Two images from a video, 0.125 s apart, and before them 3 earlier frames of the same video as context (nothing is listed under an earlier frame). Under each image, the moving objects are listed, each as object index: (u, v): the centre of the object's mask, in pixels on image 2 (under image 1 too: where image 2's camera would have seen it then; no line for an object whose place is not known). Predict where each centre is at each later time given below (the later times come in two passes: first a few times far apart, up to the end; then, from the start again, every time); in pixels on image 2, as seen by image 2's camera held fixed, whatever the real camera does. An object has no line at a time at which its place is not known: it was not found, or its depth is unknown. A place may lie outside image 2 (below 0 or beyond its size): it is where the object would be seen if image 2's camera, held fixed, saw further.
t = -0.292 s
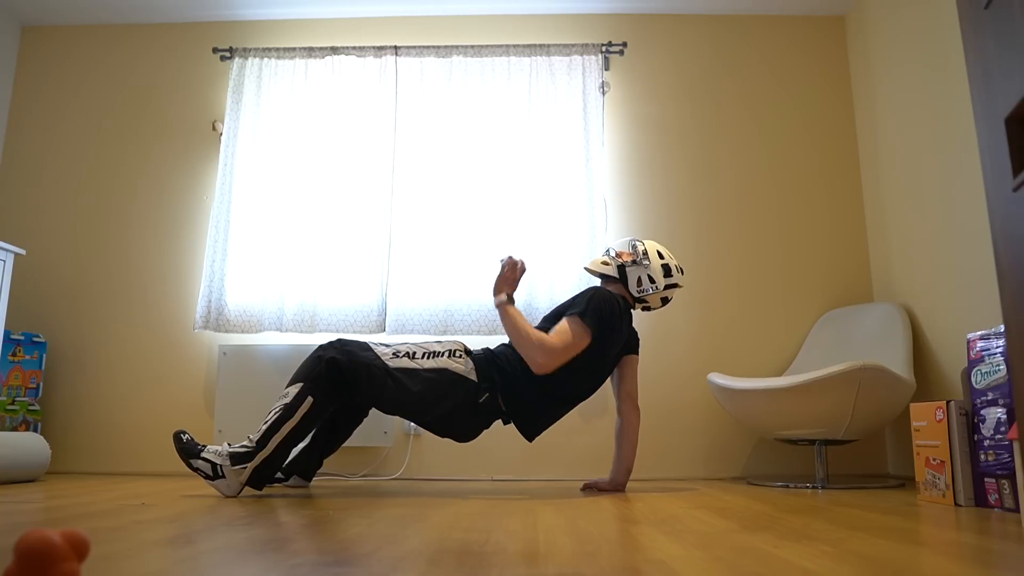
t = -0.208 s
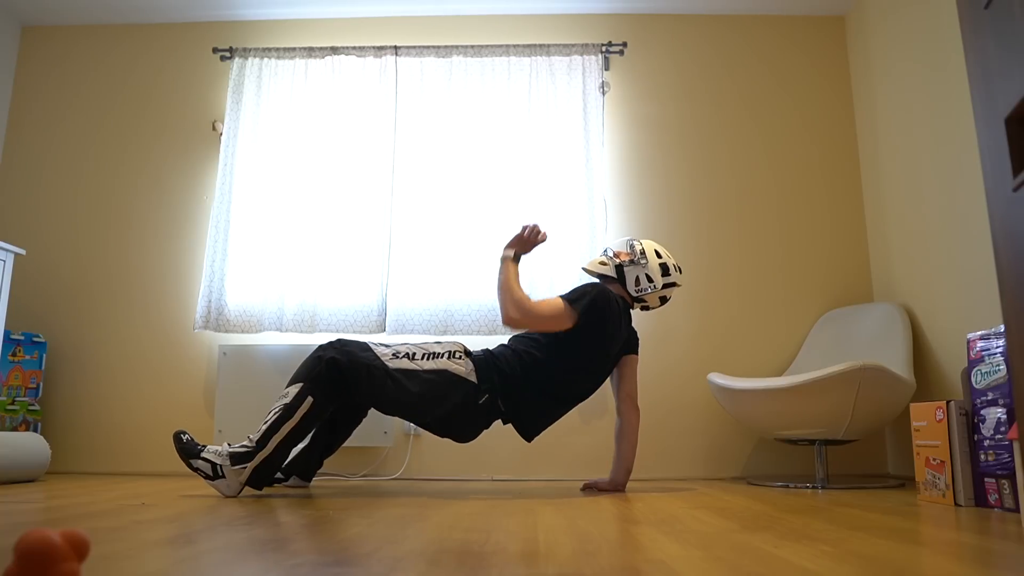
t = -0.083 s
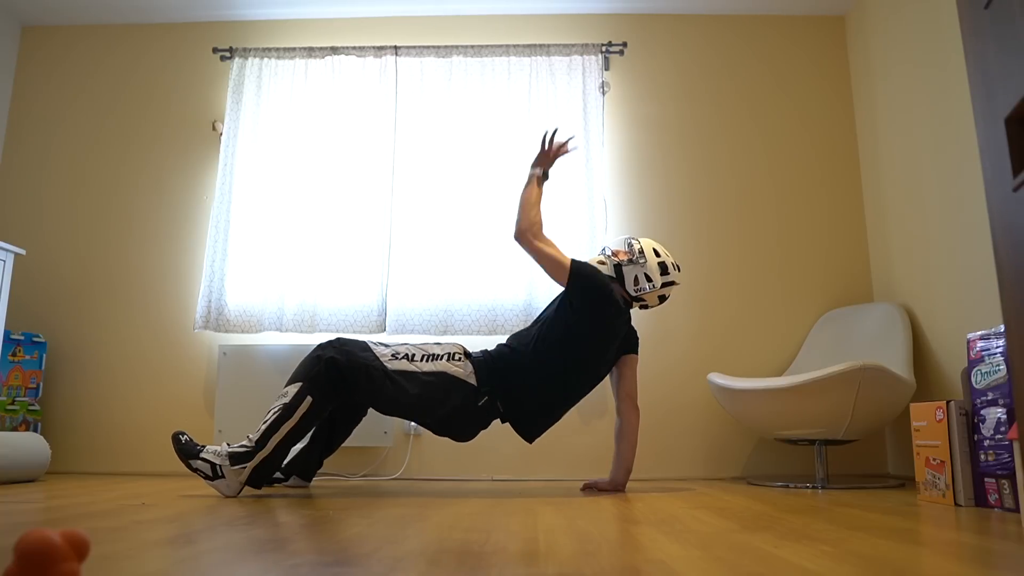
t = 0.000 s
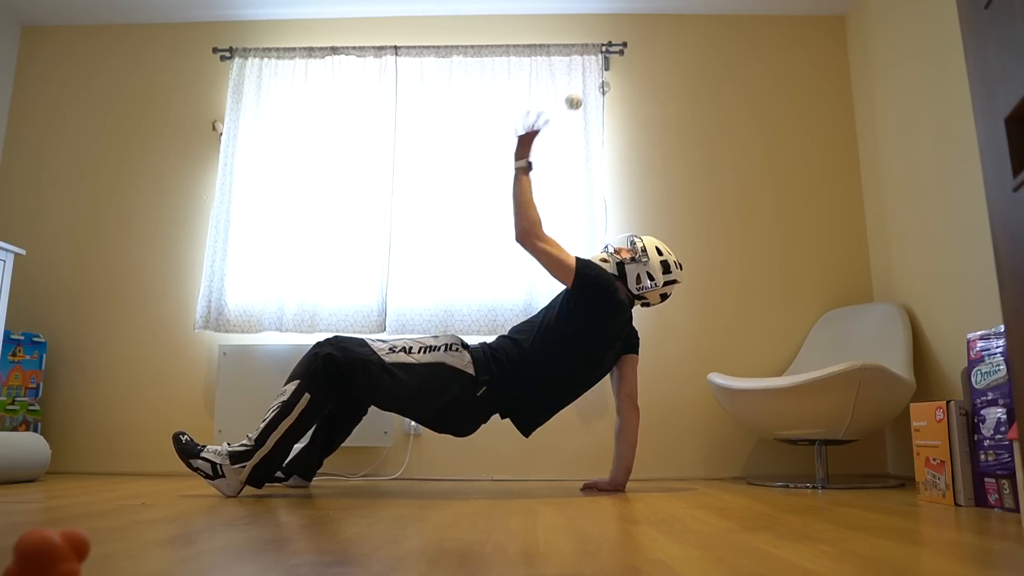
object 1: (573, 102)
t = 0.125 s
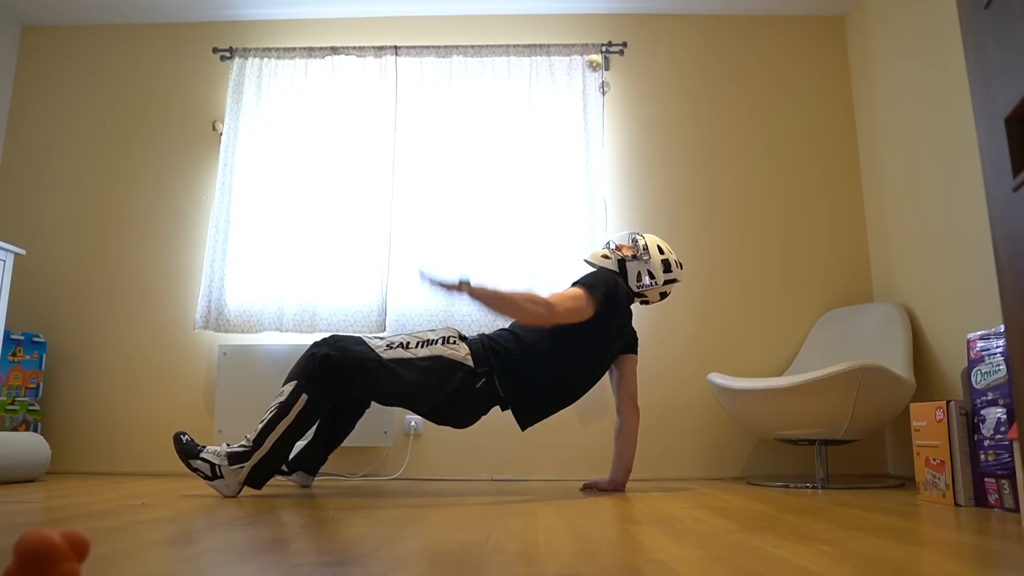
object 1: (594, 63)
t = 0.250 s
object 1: (613, 59)
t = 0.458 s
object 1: (649, 123)
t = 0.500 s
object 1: (657, 147)
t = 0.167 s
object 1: (601, 58)
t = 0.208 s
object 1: (607, 57)
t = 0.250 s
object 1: (613, 59)
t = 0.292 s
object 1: (620, 64)
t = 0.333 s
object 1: (627, 74)
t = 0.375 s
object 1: (634, 86)
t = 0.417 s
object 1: (642, 103)
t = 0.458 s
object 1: (649, 123)
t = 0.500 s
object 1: (657, 147)
